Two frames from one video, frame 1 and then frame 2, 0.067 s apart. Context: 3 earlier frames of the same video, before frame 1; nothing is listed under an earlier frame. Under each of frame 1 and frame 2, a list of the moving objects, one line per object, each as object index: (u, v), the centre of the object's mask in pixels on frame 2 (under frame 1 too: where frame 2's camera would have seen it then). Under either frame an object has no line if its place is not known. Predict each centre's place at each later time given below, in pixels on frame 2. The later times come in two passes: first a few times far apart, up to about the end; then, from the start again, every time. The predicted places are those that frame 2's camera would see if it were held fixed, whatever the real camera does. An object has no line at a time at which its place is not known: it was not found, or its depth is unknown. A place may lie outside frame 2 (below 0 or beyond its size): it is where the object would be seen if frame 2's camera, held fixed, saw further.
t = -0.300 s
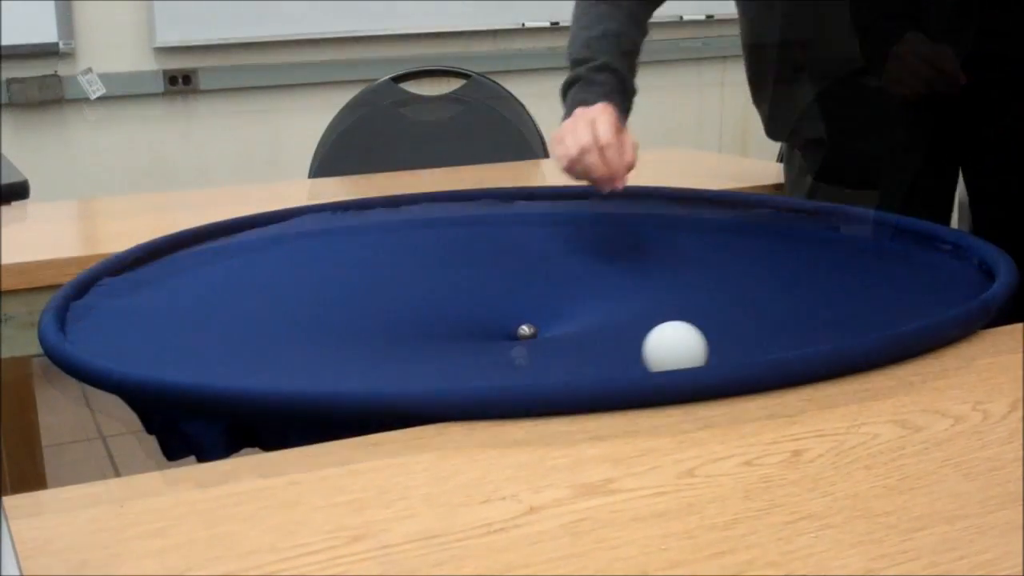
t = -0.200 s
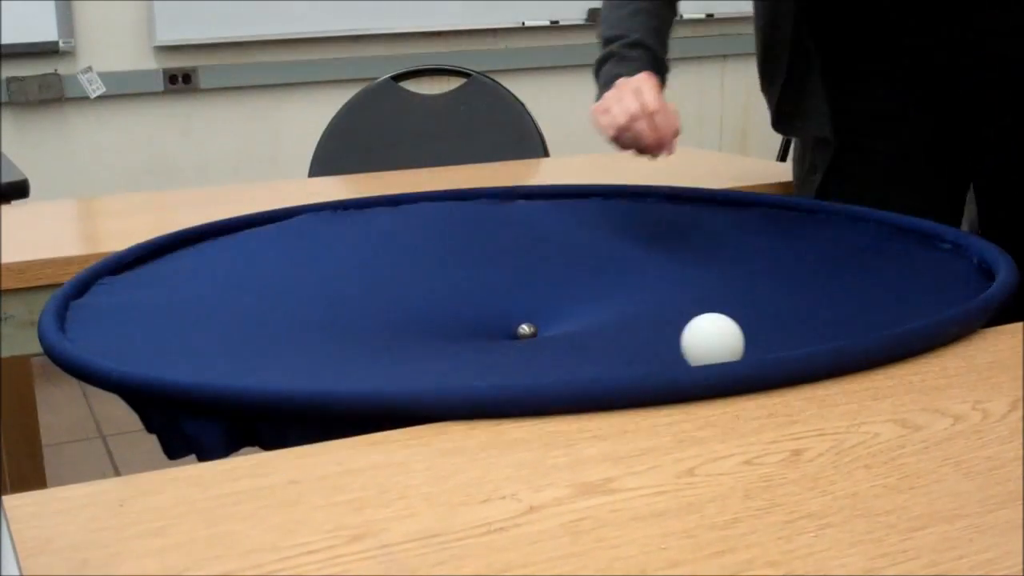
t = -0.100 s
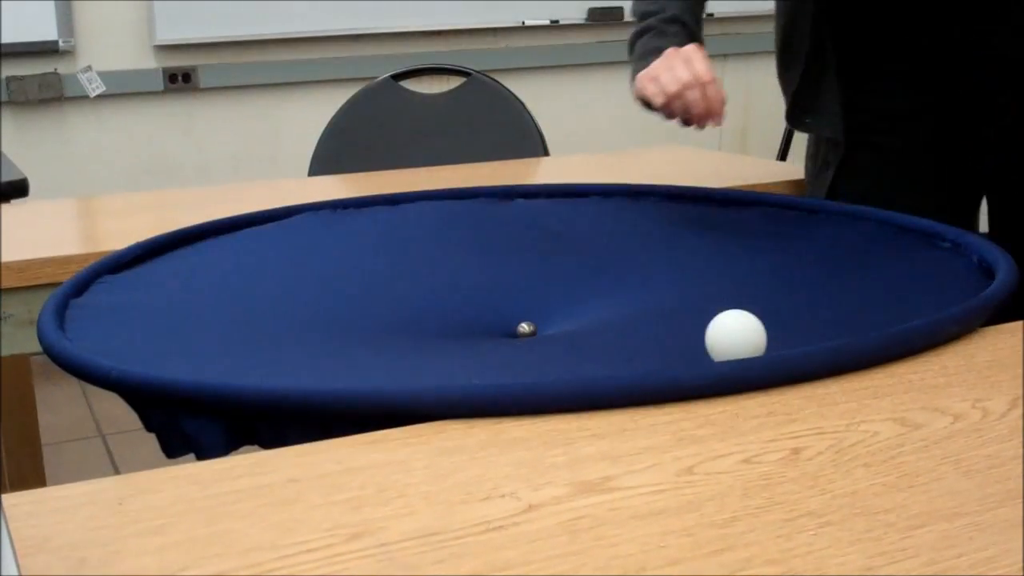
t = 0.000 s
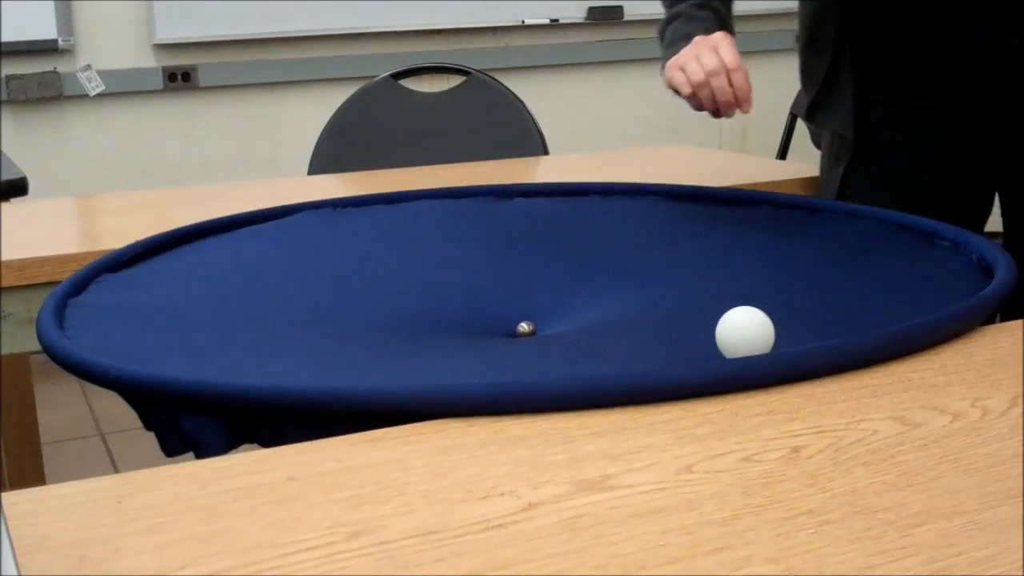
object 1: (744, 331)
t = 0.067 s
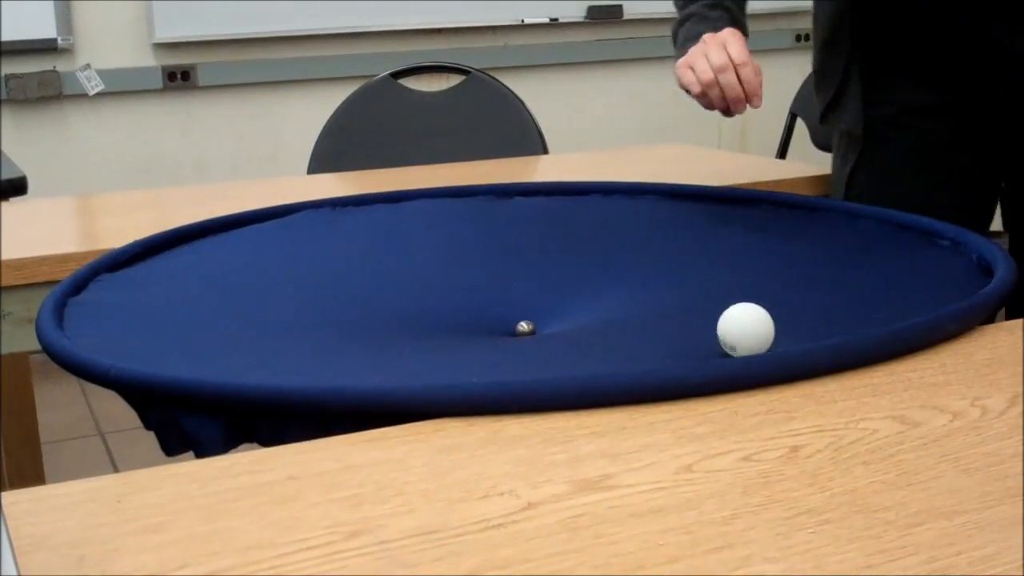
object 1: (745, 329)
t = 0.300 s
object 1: (723, 312)
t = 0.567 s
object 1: (661, 289)
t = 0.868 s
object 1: (557, 253)
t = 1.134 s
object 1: (477, 231)
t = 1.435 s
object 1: (408, 220)
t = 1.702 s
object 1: (369, 225)
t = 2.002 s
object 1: (343, 246)
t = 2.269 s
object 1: (345, 274)
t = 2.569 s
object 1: (394, 318)
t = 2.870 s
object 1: (515, 336)
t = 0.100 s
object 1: (745, 328)
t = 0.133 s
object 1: (743, 326)
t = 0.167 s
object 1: (740, 323)
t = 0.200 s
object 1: (737, 320)
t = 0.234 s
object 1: (733, 317)
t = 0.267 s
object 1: (728, 314)
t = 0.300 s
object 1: (723, 312)
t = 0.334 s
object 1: (717, 309)
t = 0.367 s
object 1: (710, 306)
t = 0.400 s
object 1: (703, 302)
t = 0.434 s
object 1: (696, 299)
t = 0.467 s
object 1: (688, 296)
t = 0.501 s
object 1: (680, 294)
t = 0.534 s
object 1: (671, 291)
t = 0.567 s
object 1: (661, 289)
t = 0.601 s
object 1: (651, 286)
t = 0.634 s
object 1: (640, 282)
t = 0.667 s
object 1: (629, 279)
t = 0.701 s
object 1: (617, 275)
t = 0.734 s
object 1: (604, 270)
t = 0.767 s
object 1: (592, 265)
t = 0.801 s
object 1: (580, 261)
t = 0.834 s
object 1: (569, 257)
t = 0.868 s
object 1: (557, 253)
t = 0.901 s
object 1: (546, 249)
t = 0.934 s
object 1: (535, 246)
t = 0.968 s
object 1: (525, 243)
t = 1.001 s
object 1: (514, 241)
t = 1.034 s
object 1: (504, 238)
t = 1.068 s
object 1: (495, 235)
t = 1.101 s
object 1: (485, 233)
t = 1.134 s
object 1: (477, 231)
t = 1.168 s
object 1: (468, 229)
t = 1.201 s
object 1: (459, 227)
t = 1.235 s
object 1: (451, 225)
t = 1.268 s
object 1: (443, 224)
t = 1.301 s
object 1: (435, 223)
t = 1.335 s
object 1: (428, 222)
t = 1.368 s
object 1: (421, 221)
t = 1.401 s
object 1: (414, 220)
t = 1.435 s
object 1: (408, 220)
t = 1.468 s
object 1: (402, 220)
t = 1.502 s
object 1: (397, 220)
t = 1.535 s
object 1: (392, 220)
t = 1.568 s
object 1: (387, 220)
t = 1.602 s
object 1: (382, 221)
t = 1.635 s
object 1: (377, 222)
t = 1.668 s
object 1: (373, 224)
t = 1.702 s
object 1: (369, 225)
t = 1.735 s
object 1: (365, 227)
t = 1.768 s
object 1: (361, 229)
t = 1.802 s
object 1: (357, 231)
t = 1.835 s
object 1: (354, 233)
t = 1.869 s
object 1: (351, 236)
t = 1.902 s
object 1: (349, 238)
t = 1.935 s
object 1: (347, 241)
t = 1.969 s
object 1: (345, 243)
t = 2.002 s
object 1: (343, 246)
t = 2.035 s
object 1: (342, 249)
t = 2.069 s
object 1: (341, 252)
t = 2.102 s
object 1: (341, 255)
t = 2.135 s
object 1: (341, 259)
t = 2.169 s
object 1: (341, 263)
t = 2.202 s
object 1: (342, 266)
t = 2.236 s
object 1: (343, 270)
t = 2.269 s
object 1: (345, 274)
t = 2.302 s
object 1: (347, 278)
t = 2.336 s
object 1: (350, 283)
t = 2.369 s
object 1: (353, 287)
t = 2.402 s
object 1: (358, 292)
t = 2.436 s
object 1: (363, 297)
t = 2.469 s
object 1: (369, 303)
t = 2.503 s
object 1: (376, 308)
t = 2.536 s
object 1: (385, 313)
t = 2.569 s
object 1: (394, 318)
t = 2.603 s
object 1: (405, 322)
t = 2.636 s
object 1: (417, 325)
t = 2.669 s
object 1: (430, 327)
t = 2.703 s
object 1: (443, 330)
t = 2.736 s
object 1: (457, 331)
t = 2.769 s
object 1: (471, 332)
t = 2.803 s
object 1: (485, 334)
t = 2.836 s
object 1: (500, 335)
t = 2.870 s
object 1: (515, 336)
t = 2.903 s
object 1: (530, 336)
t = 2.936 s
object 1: (545, 337)
